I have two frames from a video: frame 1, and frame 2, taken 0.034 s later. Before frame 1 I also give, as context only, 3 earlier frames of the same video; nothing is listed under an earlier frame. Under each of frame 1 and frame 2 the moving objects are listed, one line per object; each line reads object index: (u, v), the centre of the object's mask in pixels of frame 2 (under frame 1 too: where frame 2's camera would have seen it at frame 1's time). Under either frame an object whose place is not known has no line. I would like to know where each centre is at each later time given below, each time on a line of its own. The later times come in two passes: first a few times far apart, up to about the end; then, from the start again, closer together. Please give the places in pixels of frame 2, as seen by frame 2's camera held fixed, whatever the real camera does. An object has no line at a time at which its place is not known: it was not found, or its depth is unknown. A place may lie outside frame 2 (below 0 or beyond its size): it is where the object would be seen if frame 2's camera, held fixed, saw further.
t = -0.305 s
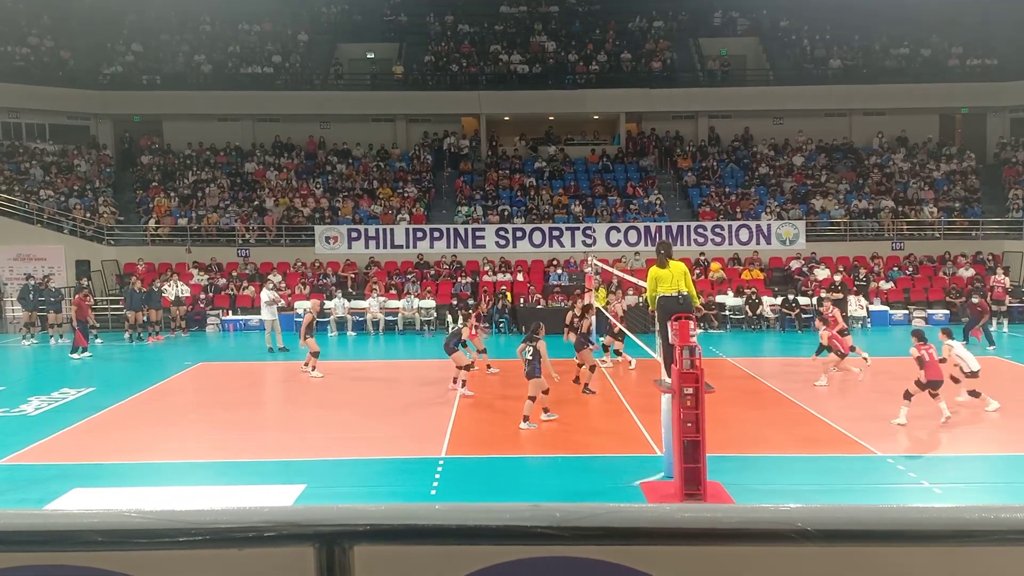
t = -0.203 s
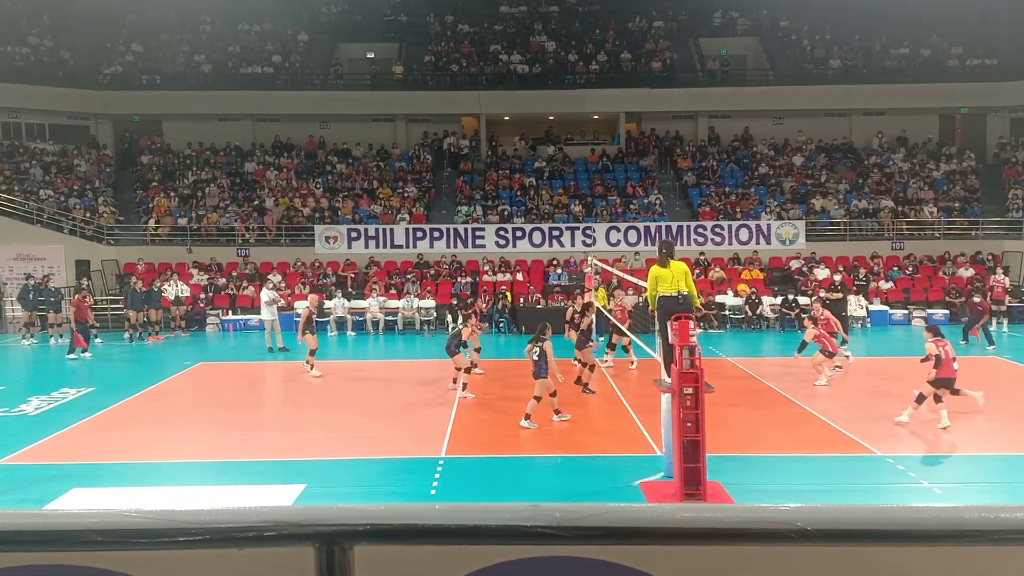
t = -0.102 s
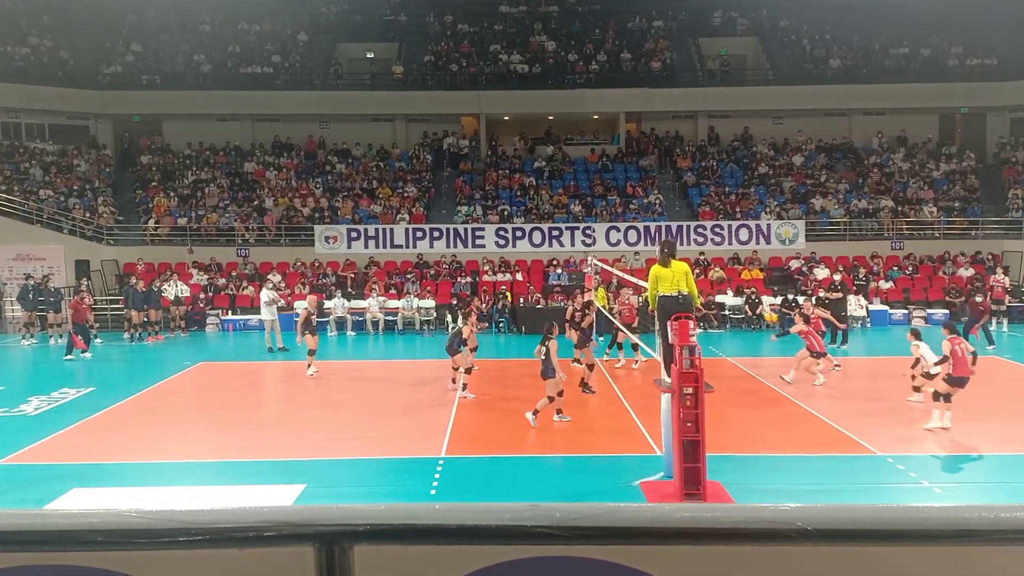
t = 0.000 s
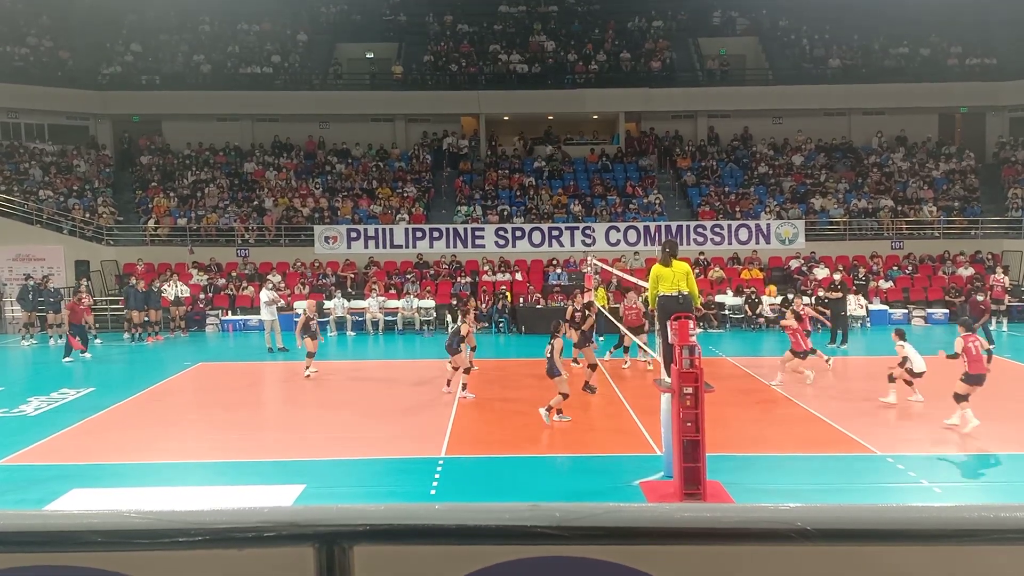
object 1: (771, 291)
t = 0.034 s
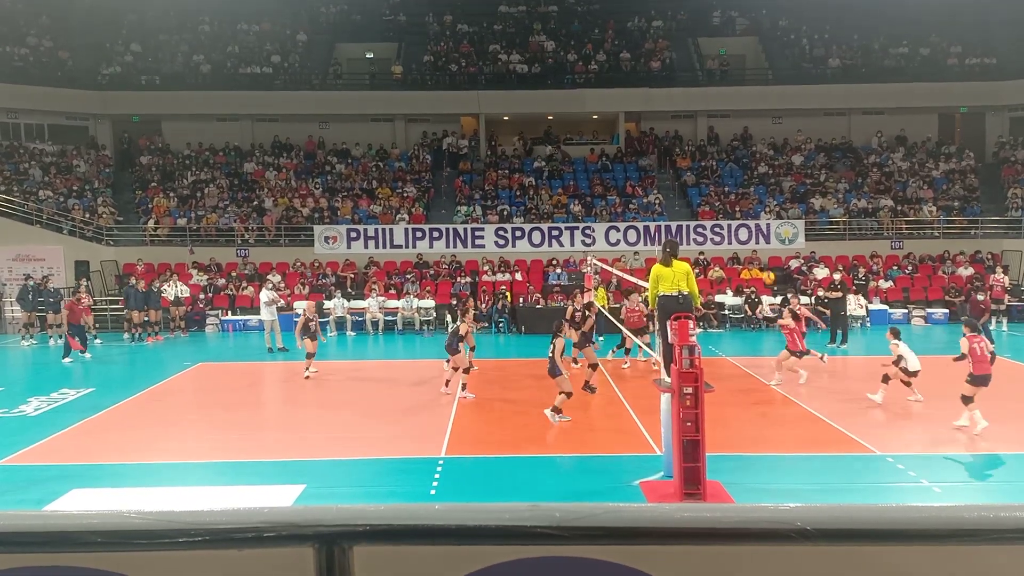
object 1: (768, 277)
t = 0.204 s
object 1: (756, 216)
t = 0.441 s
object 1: (741, 158)
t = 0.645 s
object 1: (729, 129)
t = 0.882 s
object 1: (714, 123)
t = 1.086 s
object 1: (702, 141)
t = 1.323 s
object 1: (687, 191)
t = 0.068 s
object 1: (766, 264)
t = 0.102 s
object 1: (763, 252)
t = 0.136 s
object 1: (761, 239)
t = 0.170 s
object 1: (758, 228)
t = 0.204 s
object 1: (756, 216)
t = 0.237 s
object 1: (754, 207)
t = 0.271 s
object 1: (752, 197)
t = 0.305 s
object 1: (749, 188)
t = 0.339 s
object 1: (747, 180)
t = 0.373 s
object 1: (746, 172)
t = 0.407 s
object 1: (743, 164)
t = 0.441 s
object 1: (741, 158)
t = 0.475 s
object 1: (739, 151)
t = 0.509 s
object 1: (737, 145)
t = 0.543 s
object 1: (735, 141)
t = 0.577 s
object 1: (733, 136)
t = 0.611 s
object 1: (731, 132)
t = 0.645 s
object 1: (729, 129)
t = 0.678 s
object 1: (727, 126)
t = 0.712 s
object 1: (725, 124)
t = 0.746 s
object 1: (722, 123)
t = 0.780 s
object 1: (720, 122)
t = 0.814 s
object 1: (718, 121)
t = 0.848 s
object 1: (716, 122)
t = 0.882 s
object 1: (714, 123)
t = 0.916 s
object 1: (712, 125)
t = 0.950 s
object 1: (710, 127)
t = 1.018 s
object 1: (706, 133)
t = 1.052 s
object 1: (704, 137)
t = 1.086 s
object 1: (702, 141)
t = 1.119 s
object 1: (700, 146)
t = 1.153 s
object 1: (698, 153)
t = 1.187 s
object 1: (695, 159)
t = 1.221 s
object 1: (694, 166)
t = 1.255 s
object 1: (692, 173)
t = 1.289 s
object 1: (689, 182)
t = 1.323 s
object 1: (687, 191)
